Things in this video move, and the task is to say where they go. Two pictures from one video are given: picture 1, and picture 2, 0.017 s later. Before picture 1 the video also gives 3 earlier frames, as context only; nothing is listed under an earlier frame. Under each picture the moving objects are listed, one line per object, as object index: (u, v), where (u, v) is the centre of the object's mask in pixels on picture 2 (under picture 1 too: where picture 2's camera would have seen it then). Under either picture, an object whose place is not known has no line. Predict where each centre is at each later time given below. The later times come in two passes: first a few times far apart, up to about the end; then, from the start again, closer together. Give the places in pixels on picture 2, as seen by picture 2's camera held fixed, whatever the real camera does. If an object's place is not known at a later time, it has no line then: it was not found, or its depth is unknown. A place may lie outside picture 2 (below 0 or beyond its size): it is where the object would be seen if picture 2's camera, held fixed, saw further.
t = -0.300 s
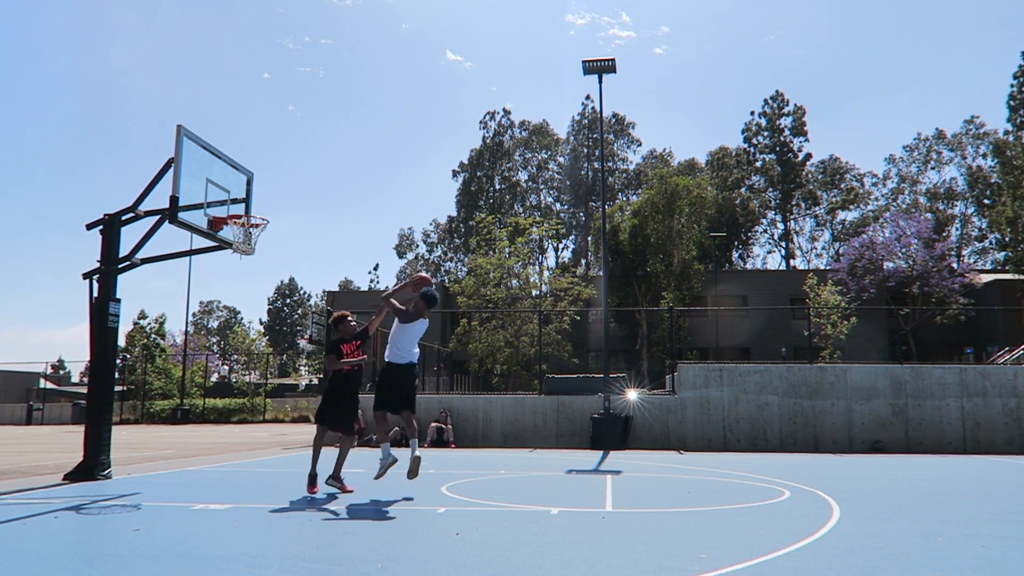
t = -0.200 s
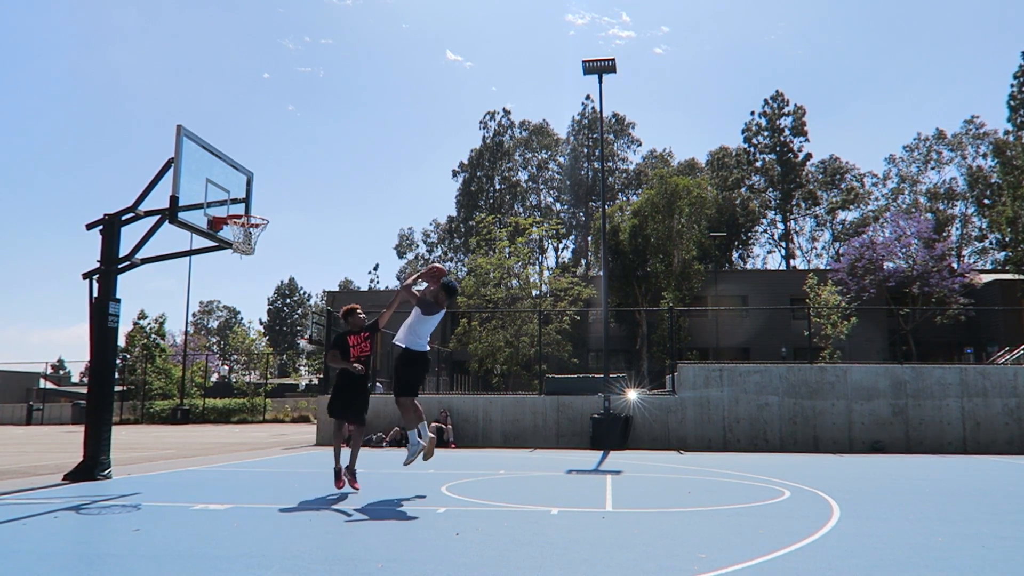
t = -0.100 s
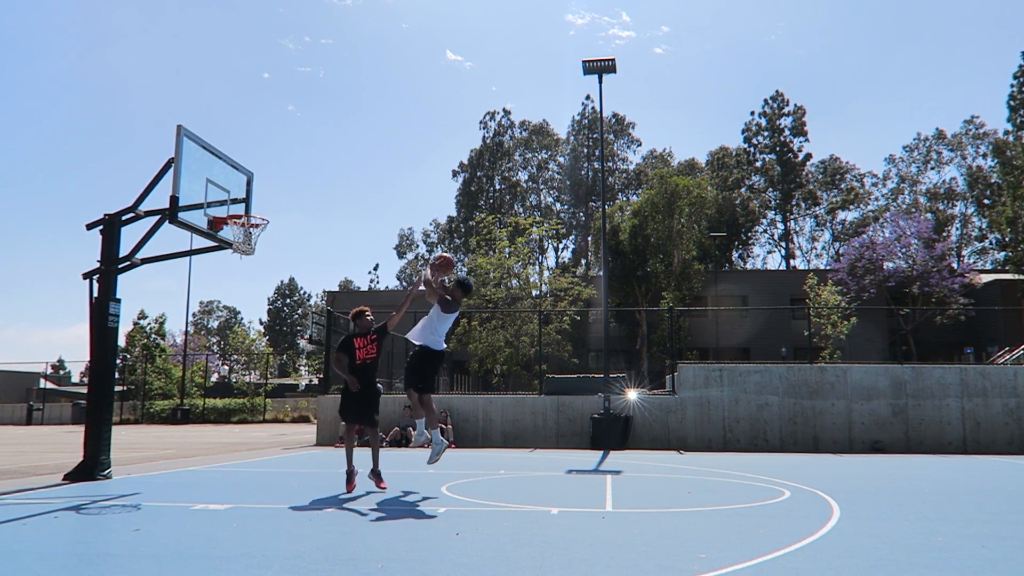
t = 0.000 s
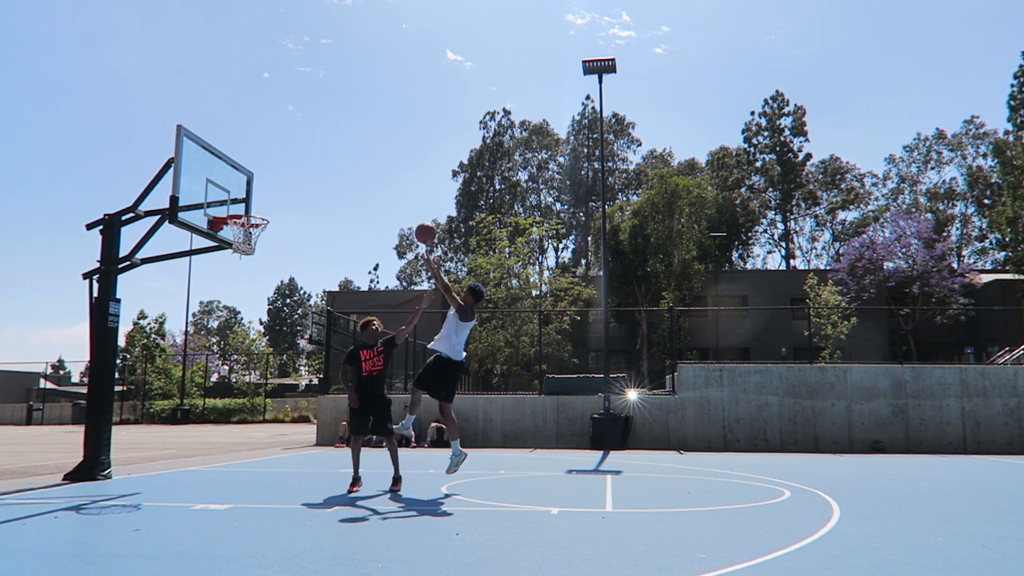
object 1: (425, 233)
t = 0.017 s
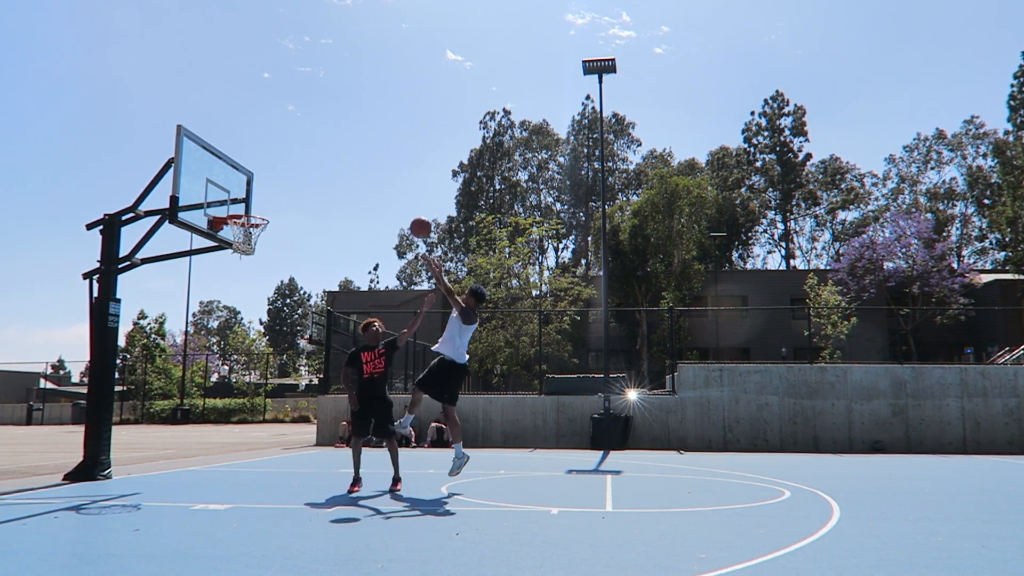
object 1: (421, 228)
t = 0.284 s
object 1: (346, 176)
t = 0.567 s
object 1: (271, 188)
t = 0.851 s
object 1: (242, 228)
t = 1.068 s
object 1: (261, 268)
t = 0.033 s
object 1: (416, 222)
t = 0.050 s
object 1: (411, 218)
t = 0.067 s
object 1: (406, 213)
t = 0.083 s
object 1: (401, 208)
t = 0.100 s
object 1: (396, 204)
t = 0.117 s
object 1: (391, 201)
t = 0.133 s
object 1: (387, 197)
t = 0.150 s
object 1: (382, 194)
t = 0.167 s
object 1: (377, 190)
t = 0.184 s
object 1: (373, 188)
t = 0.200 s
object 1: (368, 185)
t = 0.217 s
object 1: (364, 183)
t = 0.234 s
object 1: (359, 181)
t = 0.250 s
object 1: (355, 179)
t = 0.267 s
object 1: (350, 177)
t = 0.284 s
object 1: (346, 176)
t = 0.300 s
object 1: (341, 175)
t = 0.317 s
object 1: (337, 174)
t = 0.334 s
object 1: (332, 173)
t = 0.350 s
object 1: (328, 173)
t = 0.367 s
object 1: (323, 173)
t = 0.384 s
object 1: (319, 173)
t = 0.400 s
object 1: (315, 173)
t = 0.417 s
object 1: (310, 174)
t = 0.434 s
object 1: (306, 174)
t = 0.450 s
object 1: (302, 175)
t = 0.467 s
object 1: (297, 176)
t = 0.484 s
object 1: (293, 178)
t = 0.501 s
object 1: (289, 179)
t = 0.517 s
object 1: (284, 181)
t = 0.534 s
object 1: (280, 183)
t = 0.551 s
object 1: (276, 185)
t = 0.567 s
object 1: (271, 188)
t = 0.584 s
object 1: (267, 190)
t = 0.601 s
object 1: (263, 193)
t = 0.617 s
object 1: (259, 196)
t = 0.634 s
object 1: (254, 199)
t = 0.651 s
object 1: (250, 203)
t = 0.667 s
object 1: (246, 206)
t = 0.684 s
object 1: (242, 208)
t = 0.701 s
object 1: (237, 210)
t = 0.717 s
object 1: (234, 215)
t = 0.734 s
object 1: (235, 216)
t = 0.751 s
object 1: (237, 216)
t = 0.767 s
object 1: (237, 217)
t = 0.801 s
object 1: (243, 226)
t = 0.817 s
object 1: (243, 226)
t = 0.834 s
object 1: (243, 227)
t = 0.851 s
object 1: (242, 228)
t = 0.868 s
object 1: (241, 230)
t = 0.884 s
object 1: (242, 231)
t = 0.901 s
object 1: (245, 234)
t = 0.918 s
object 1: (252, 238)
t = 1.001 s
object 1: (257, 256)
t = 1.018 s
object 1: (258, 259)
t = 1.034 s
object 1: (258, 261)
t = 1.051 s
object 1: (259, 265)
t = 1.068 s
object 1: (261, 268)
